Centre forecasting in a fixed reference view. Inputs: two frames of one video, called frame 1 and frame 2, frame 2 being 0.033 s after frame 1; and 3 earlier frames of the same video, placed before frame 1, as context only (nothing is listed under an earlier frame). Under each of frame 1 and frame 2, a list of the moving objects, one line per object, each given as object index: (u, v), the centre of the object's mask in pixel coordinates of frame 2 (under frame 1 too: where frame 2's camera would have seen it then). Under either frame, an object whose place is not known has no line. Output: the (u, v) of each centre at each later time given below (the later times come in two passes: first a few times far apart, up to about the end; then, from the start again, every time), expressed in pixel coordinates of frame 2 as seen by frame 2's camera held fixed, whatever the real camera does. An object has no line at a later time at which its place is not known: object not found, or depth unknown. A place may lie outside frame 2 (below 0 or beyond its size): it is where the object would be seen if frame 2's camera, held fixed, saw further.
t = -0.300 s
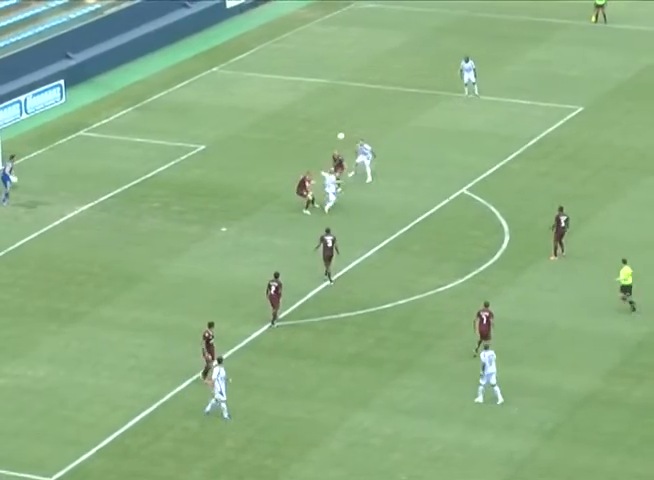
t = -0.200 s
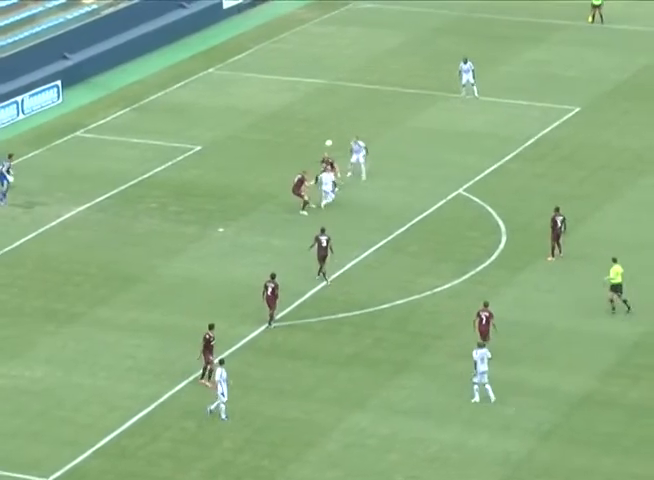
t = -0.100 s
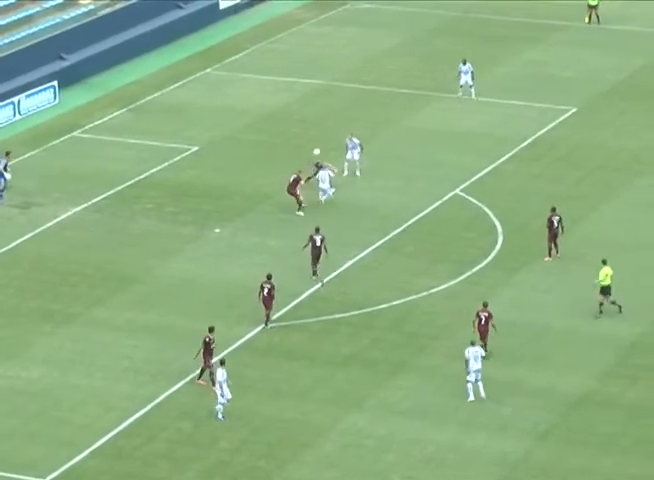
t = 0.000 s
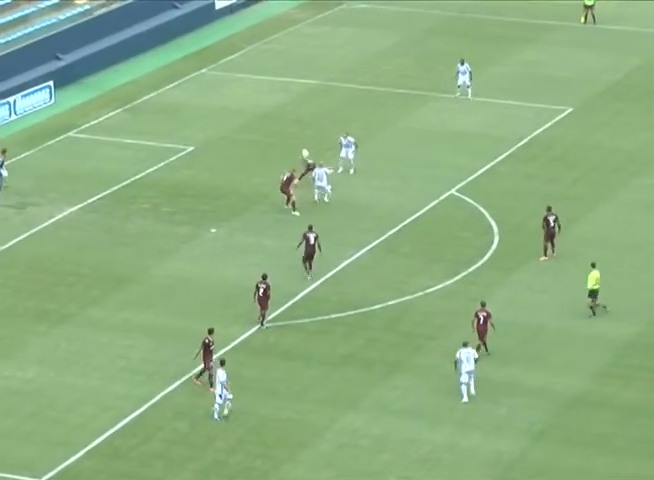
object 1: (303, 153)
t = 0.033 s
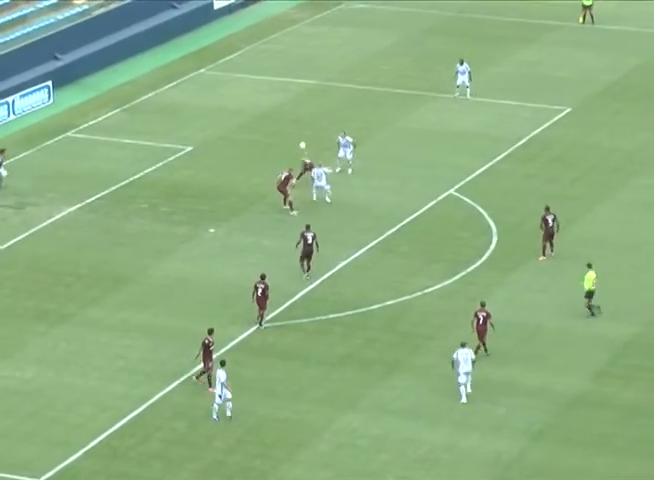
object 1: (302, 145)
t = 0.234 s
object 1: (297, 109)
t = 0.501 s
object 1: (290, 79)
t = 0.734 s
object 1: (284, 68)
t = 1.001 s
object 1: (277, 72)
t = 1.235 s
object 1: (273, 92)
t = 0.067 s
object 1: (301, 138)
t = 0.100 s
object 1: (300, 132)
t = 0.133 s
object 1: (300, 126)
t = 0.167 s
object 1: (299, 120)
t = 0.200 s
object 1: (298, 114)
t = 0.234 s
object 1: (297, 109)
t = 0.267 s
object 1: (297, 104)
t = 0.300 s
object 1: (295, 99)
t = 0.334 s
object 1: (294, 95)
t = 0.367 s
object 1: (293, 91)
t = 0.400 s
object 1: (293, 88)
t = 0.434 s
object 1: (291, 84)
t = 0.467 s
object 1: (291, 82)
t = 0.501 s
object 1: (290, 79)
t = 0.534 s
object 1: (289, 77)
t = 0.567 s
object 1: (289, 75)
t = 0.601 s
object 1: (287, 72)
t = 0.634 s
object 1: (286, 71)
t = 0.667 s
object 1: (286, 70)
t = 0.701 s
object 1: (285, 68)
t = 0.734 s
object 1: (284, 68)
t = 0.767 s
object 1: (283, 67)
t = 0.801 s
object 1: (283, 68)
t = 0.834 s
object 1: (282, 67)
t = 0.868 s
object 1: (281, 68)
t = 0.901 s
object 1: (280, 69)
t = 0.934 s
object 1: (279, 70)
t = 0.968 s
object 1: (278, 71)
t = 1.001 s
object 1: (277, 72)
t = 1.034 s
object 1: (277, 75)
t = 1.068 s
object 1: (276, 77)
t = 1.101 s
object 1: (276, 79)
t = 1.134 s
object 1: (275, 81)
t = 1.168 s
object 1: (274, 86)
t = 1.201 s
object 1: (273, 88)
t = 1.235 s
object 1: (273, 92)
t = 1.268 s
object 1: (273, 96)
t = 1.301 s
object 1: (272, 100)
